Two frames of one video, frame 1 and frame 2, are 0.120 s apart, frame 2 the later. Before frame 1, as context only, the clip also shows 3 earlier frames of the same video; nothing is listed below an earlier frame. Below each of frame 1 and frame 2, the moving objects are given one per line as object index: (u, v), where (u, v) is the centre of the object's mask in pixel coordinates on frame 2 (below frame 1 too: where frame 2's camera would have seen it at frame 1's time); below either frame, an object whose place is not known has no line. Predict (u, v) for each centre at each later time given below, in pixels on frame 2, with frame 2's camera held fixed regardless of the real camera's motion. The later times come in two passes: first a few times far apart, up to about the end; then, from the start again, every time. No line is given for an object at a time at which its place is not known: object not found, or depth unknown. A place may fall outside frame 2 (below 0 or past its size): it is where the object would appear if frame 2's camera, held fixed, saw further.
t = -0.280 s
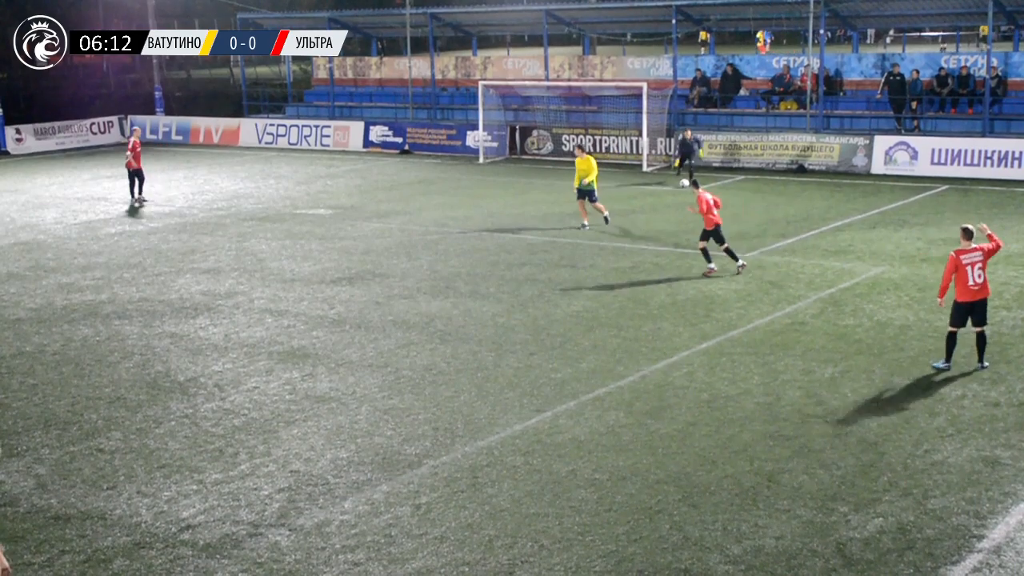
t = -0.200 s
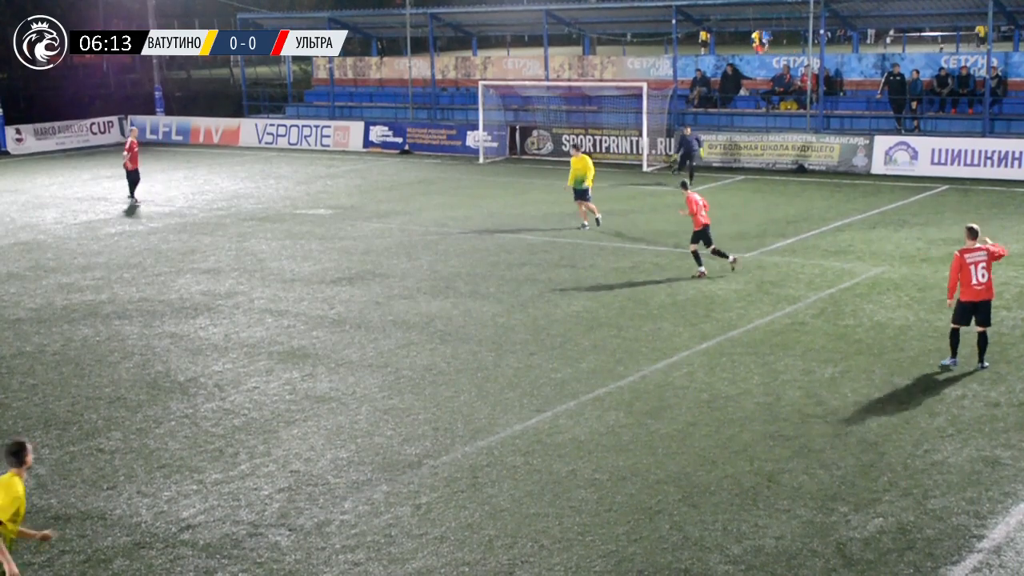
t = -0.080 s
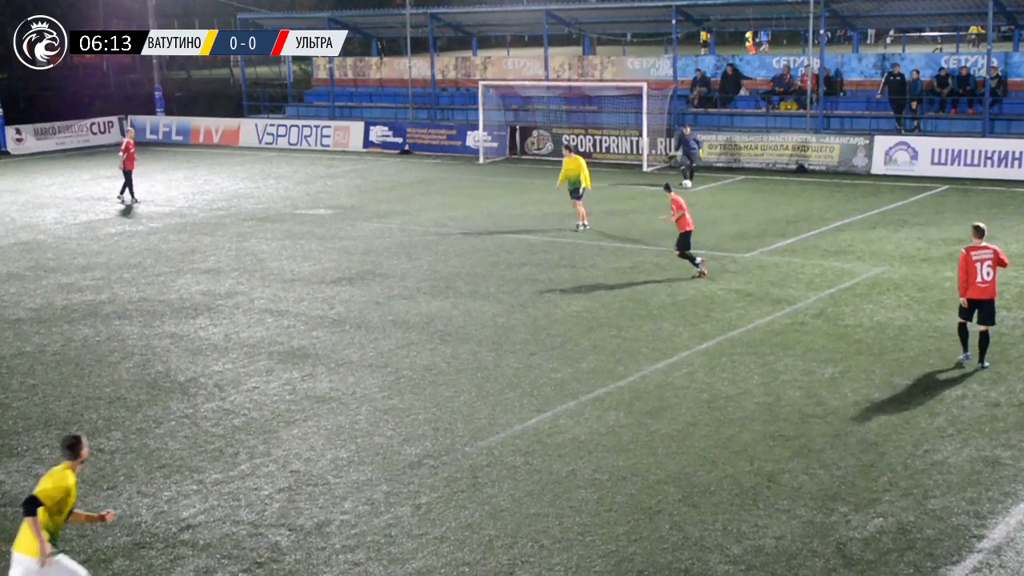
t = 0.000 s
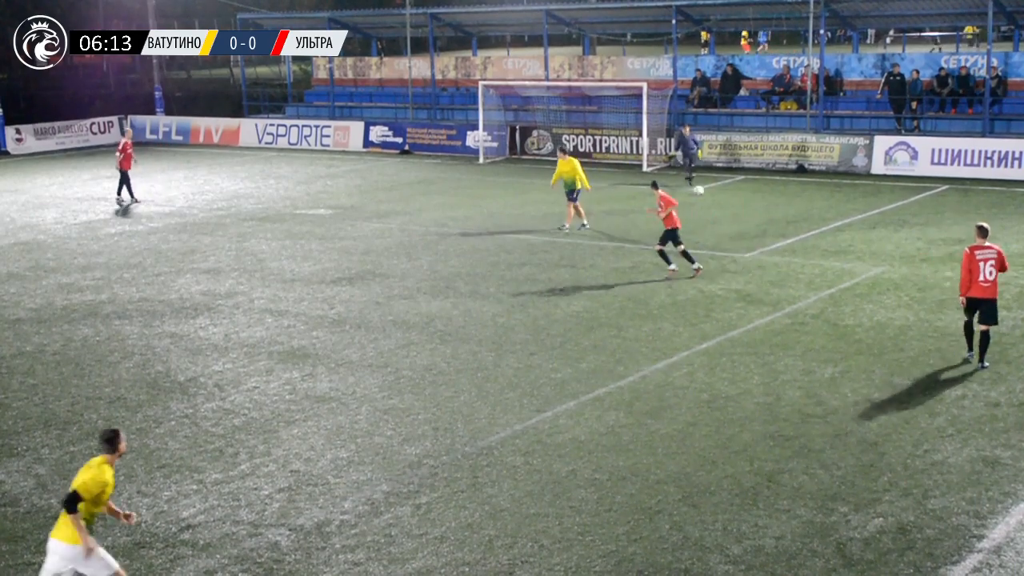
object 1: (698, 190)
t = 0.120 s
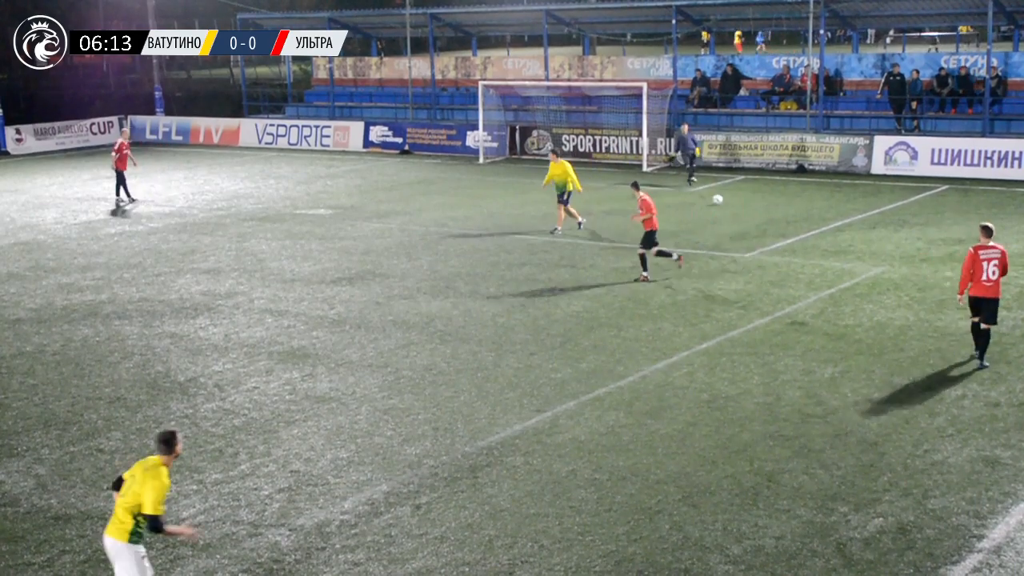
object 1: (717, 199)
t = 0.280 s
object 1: (744, 214)
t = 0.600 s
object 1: (805, 244)
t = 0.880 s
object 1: (863, 272)
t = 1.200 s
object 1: (933, 306)
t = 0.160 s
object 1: (724, 203)
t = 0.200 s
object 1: (730, 207)
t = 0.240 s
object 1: (737, 209)
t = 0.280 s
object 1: (744, 214)
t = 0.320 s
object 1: (751, 217)
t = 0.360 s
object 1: (758, 221)
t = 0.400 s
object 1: (766, 225)
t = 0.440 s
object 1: (774, 228)
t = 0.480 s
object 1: (780, 230)
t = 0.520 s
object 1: (789, 235)
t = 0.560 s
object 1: (797, 240)
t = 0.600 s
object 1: (805, 244)
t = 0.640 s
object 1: (812, 247)
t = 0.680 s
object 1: (821, 252)
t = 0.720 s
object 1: (829, 256)
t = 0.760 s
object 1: (837, 260)
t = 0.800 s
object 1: (847, 264)
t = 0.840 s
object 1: (855, 269)
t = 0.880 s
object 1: (863, 272)
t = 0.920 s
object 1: (872, 275)
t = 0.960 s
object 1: (880, 279)
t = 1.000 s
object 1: (889, 285)
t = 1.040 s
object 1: (897, 289)
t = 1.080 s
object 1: (906, 292)
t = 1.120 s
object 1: (915, 297)
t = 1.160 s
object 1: (924, 302)
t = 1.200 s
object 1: (933, 306)
